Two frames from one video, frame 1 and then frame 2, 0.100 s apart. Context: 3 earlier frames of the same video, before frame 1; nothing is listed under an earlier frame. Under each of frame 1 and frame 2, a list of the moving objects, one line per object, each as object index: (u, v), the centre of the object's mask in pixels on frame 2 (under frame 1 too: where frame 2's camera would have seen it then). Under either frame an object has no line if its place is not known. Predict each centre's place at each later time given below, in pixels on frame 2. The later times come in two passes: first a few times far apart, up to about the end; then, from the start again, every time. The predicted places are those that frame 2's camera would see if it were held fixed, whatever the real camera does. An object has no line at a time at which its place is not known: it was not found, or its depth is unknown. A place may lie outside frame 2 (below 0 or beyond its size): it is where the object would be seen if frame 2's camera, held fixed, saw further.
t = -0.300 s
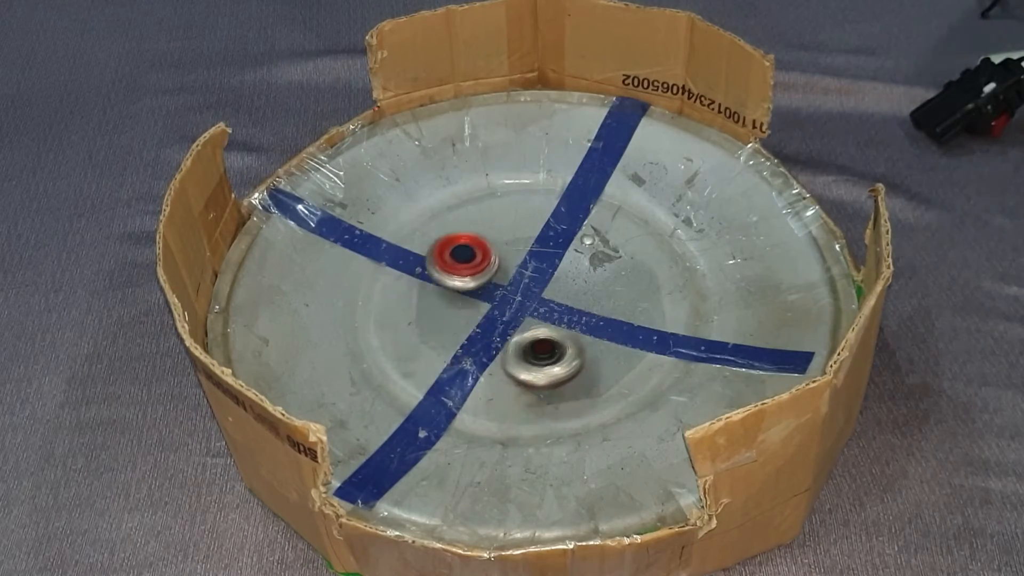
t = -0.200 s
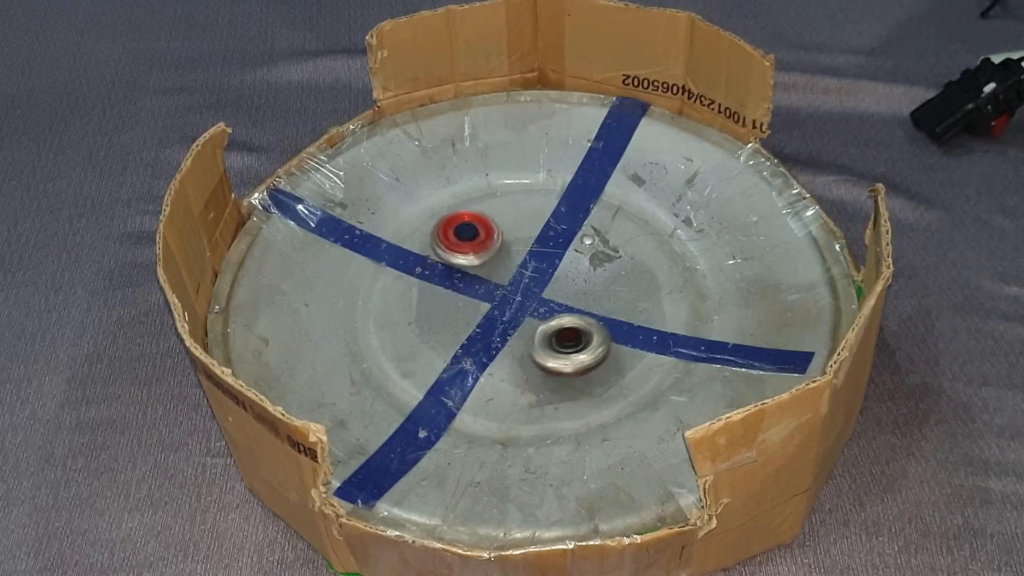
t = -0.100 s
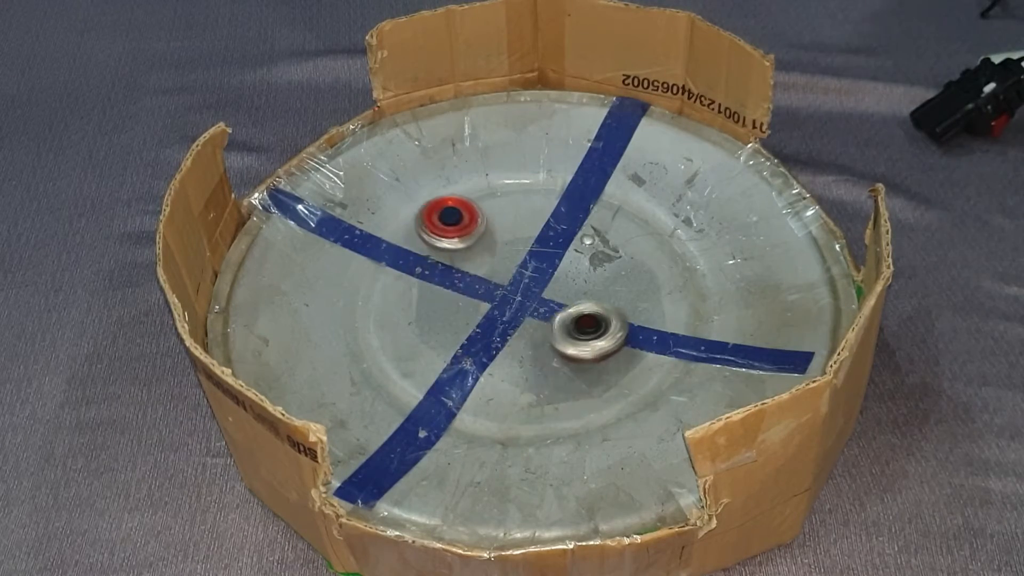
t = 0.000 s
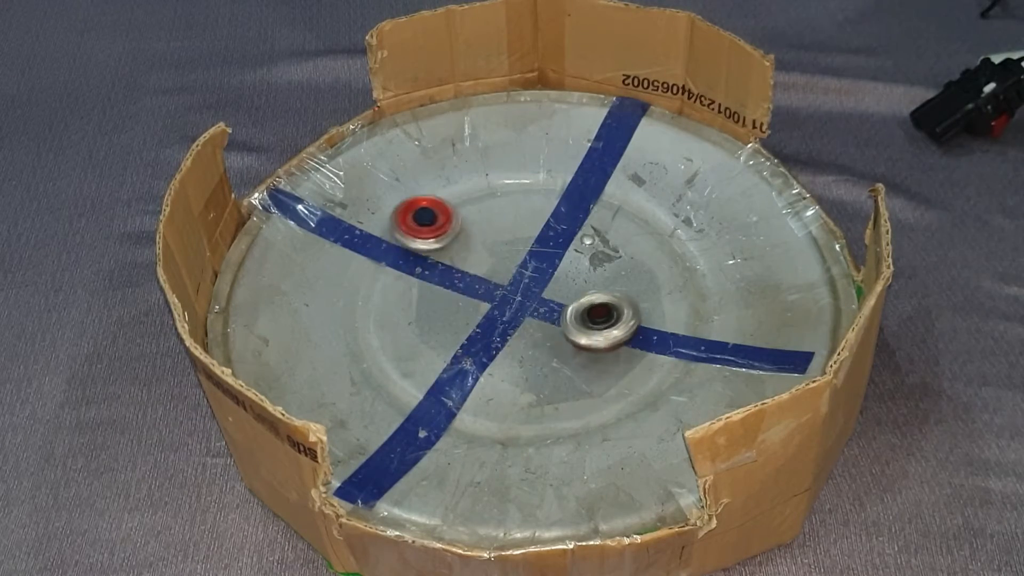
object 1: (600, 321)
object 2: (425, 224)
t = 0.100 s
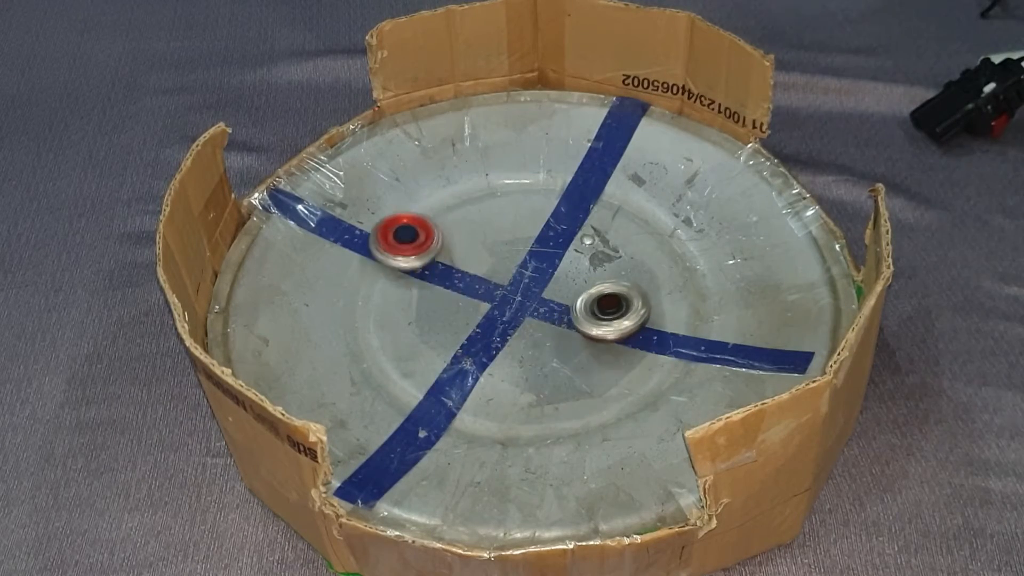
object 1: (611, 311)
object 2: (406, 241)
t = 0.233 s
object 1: (616, 299)
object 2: (429, 268)
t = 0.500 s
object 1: (615, 268)
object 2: (509, 257)
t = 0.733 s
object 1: (608, 239)
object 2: (514, 219)
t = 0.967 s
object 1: (598, 226)
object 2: (475, 229)
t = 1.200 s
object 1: (571, 244)
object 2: (482, 266)
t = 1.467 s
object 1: (637, 287)
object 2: (522, 290)
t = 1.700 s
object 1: (656, 323)
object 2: (571, 297)
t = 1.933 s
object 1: (662, 364)
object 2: (581, 282)
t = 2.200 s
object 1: (608, 374)
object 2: (541, 294)
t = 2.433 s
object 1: (584, 357)
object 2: (540, 310)
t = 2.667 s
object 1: (585, 361)
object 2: (549, 310)
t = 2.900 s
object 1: (583, 359)
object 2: (537, 298)
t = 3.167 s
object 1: (585, 356)
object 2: (541, 307)
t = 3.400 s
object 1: (587, 356)
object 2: (516, 275)
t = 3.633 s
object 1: (582, 346)
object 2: (470, 250)
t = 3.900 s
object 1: (558, 324)
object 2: (421, 263)
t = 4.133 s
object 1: (529, 298)
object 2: (441, 290)
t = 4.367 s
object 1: (564, 289)
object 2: (442, 278)
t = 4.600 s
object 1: (575, 286)
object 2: (414, 274)
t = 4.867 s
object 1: (577, 286)
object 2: (451, 278)
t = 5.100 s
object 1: (560, 284)
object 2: (475, 265)
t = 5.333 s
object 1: (547, 287)
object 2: (475, 250)
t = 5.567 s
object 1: (530, 290)
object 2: (456, 245)
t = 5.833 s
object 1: (514, 296)
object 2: (473, 255)
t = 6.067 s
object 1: (536, 325)
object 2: (465, 238)
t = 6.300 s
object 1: (590, 370)
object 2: (415, 237)
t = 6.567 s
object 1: (600, 382)
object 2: (431, 278)
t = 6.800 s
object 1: (599, 356)
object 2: (493, 279)
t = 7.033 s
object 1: (598, 313)
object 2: (514, 254)
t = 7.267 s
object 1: (574, 273)
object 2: (489, 243)
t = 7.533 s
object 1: (573, 265)
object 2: (451, 276)
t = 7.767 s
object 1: (563, 278)
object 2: (473, 298)
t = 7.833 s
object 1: (569, 280)
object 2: (478, 301)
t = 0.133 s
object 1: (613, 309)
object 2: (407, 249)
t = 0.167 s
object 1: (615, 306)
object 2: (412, 256)
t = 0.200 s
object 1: (616, 303)
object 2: (420, 264)
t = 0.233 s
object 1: (616, 299)
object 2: (429, 268)
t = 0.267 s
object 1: (615, 295)
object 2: (436, 269)
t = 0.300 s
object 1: (615, 290)
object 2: (447, 269)
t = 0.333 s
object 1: (616, 286)
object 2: (459, 269)
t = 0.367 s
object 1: (616, 282)
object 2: (472, 268)
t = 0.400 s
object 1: (616, 278)
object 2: (482, 267)
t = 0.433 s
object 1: (615, 275)
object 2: (493, 265)
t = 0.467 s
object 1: (615, 272)
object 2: (502, 262)
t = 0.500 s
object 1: (615, 268)
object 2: (509, 257)
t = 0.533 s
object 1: (613, 263)
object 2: (512, 251)
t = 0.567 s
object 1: (612, 259)
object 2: (514, 243)
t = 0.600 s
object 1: (611, 255)
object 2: (516, 235)
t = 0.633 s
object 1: (610, 252)
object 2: (516, 229)
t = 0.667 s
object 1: (609, 247)
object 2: (517, 224)
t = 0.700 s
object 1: (608, 243)
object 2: (516, 222)
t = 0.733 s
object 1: (608, 239)
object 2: (514, 219)
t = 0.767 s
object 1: (606, 235)
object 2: (510, 215)
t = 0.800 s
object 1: (604, 230)
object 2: (505, 213)
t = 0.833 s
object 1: (601, 227)
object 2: (500, 214)
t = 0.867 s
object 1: (597, 225)
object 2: (493, 216)
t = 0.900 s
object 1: (600, 224)
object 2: (486, 220)
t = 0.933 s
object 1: (600, 225)
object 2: (480, 224)
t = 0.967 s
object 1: (598, 226)
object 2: (475, 229)
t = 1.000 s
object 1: (599, 227)
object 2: (472, 234)
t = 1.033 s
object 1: (594, 229)
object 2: (470, 239)
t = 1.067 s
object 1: (588, 232)
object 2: (469, 245)
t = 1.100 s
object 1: (583, 233)
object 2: (471, 250)
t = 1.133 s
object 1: (578, 235)
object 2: (473, 255)
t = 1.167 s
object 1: (574, 238)
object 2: (476, 261)
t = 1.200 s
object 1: (571, 244)
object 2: (482, 266)
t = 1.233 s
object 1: (568, 251)
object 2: (488, 272)
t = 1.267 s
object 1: (567, 257)
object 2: (494, 277)
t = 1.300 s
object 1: (585, 260)
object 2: (492, 282)
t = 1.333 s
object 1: (604, 271)
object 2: (492, 286)
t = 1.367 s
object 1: (618, 274)
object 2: (496, 287)
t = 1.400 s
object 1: (628, 277)
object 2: (505, 287)
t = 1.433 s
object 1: (634, 282)
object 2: (514, 288)
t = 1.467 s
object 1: (637, 287)
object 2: (522, 290)
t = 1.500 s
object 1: (638, 292)
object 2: (532, 293)
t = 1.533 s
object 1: (640, 297)
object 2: (541, 295)
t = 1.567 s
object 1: (643, 302)
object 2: (550, 297)
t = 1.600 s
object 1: (643, 306)
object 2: (558, 297)
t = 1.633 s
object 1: (642, 310)
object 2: (566, 297)
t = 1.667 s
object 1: (647, 316)
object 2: (571, 297)
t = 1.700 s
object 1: (656, 323)
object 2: (571, 297)
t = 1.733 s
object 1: (660, 330)
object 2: (573, 296)
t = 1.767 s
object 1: (664, 338)
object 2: (575, 293)
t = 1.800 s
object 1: (665, 346)
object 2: (581, 293)
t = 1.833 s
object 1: (667, 351)
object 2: (586, 292)
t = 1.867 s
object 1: (667, 356)
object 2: (586, 290)
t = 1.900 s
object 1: (666, 360)
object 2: (586, 285)
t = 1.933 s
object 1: (662, 364)
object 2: (581, 282)
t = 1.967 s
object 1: (655, 369)
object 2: (572, 281)
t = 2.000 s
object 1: (646, 373)
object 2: (563, 281)
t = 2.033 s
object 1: (638, 376)
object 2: (555, 282)
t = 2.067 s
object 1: (633, 376)
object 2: (548, 283)
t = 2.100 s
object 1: (630, 376)
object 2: (546, 286)
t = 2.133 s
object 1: (625, 375)
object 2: (543, 288)
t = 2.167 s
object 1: (617, 374)
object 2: (541, 291)
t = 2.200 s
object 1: (608, 374)
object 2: (541, 294)
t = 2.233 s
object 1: (600, 372)
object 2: (542, 299)
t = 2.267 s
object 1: (593, 368)
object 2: (544, 304)
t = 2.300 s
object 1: (589, 363)
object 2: (546, 307)
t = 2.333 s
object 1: (586, 360)
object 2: (548, 308)
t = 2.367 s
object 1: (585, 358)
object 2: (545, 309)
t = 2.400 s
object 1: (585, 359)
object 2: (541, 309)
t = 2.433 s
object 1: (584, 357)
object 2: (540, 310)
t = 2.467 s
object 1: (585, 359)
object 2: (543, 310)
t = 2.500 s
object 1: (587, 362)
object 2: (547, 310)
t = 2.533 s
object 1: (587, 362)
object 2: (551, 309)
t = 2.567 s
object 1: (586, 362)
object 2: (551, 308)
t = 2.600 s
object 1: (586, 362)
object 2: (550, 309)
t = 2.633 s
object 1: (585, 362)
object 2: (546, 310)
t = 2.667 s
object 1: (585, 361)
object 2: (549, 310)
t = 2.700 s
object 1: (583, 360)
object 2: (551, 307)
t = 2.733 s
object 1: (583, 358)
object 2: (551, 307)
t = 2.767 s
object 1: (582, 357)
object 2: (549, 307)
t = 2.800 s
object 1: (583, 359)
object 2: (546, 305)
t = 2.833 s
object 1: (583, 359)
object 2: (544, 302)
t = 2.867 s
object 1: (583, 359)
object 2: (541, 299)
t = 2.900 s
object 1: (583, 359)
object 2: (537, 298)
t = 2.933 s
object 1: (583, 358)
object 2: (534, 297)
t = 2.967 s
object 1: (583, 358)
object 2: (531, 297)
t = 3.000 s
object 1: (583, 357)
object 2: (528, 300)
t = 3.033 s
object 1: (583, 356)
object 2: (526, 304)
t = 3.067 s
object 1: (582, 355)
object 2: (526, 310)
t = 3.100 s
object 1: (581, 354)
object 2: (530, 312)
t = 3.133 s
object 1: (583, 355)
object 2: (536, 310)
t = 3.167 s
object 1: (585, 356)
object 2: (541, 307)
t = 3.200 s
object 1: (585, 357)
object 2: (542, 302)
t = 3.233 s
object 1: (586, 357)
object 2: (539, 298)
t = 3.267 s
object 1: (587, 358)
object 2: (535, 292)
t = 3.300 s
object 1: (587, 358)
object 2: (530, 288)
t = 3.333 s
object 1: (586, 357)
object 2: (524, 283)
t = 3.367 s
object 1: (587, 357)
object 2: (520, 278)
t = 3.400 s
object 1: (587, 356)
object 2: (516, 275)
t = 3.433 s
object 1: (586, 355)
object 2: (512, 271)
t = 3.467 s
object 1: (585, 354)
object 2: (509, 267)
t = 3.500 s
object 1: (585, 352)
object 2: (503, 262)
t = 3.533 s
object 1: (584, 350)
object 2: (497, 258)
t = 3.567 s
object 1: (582, 349)
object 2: (489, 254)
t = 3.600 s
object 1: (583, 348)
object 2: (480, 252)
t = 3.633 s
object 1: (582, 346)
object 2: (470, 250)
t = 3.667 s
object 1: (580, 344)
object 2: (461, 248)
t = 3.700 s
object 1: (578, 341)
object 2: (454, 247)
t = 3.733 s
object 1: (575, 338)
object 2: (445, 249)
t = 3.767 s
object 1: (572, 336)
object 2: (438, 250)
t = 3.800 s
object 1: (568, 332)
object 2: (431, 252)
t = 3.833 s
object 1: (566, 329)
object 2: (426, 254)
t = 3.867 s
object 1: (562, 327)
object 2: (423, 258)
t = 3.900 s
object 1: (558, 324)
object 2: (421, 263)
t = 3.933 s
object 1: (554, 321)
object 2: (420, 268)
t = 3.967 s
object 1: (551, 318)
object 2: (417, 274)
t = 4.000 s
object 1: (546, 315)
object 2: (418, 282)
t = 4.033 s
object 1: (542, 311)
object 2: (422, 287)
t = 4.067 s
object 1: (537, 308)
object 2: (428, 290)
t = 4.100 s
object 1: (533, 304)
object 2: (434, 291)
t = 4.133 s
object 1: (529, 298)
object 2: (441, 290)
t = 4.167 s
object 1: (527, 294)
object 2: (449, 289)
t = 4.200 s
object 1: (535, 291)
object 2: (447, 288)
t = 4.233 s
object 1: (548, 290)
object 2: (440, 286)
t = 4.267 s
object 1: (557, 290)
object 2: (439, 285)
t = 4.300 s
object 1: (560, 289)
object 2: (439, 283)
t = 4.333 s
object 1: (562, 289)
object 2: (441, 281)
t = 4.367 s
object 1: (564, 289)
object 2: (442, 278)
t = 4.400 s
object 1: (566, 289)
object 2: (441, 277)
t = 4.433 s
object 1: (568, 289)
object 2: (440, 275)
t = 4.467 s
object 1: (571, 288)
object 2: (435, 274)
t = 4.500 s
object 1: (573, 288)
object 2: (429, 270)
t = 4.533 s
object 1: (575, 288)
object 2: (420, 268)
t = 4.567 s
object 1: (575, 288)
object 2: (415, 269)
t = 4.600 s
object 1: (575, 286)
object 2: (414, 274)
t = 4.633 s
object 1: (574, 284)
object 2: (414, 279)
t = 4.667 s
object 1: (576, 284)
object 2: (416, 283)
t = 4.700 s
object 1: (577, 285)
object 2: (422, 285)
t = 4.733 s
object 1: (579, 285)
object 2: (429, 285)
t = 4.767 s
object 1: (579, 285)
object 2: (434, 284)
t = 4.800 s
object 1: (579, 285)
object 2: (440, 282)
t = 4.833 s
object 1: (578, 286)
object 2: (446, 280)
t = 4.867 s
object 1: (577, 286)
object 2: (451, 278)
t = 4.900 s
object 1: (576, 287)
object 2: (454, 277)
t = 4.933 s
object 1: (574, 286)
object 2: (458, 274)
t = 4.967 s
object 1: (569, 284)
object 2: (464, 272)
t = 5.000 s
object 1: (568, 284)
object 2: (469, 270)
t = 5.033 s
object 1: (566, 285)
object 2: (472, 268)
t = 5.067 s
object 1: (563, 284)
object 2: (473, 267)
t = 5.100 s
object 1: (560, 284)
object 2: (475, 265)
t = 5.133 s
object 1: (559, 284)
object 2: (477, 263)
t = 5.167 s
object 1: (557, 284)
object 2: (478, 261)
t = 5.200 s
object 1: (555, 285)
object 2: (482, 260)
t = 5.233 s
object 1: (553, 285)
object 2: (482, 258)
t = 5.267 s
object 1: (552, 285)
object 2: (480, 255)
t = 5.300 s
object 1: (549, 286)
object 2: (478, 253)
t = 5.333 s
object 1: (547, 287)
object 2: (475, 250)
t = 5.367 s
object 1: (543, 288)
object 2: (473, 248)
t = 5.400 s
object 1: (540, 289)
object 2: (471, 246)
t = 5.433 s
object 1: (536, 290)
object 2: (469, 244)
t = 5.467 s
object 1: (533, 291)
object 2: (467, 243)
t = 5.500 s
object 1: (533, 290)
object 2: (463, 242)
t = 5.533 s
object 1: (532, 289)
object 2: (459, 242)
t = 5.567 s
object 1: (530, 290)
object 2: (456, 245)
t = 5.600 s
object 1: (529, 290)
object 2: (454, 249)
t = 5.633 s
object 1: (526, 291)
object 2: (453, 251)
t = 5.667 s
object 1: (523, 292)
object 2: (456, 253)
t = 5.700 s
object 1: (519, 292)
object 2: (464, 255)
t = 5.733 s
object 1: (517, 293)
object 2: (471, 256)
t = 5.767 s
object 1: (517, 296)
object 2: (474, 255)
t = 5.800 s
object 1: (515, 296)
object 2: (473, 255)
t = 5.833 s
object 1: (514, 296)
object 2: (473, 255)
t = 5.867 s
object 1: (512, 296)
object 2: (472, 254)
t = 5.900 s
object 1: (510, 296)
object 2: (470, 254)
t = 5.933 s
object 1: (509, 296)
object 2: (467, 255)
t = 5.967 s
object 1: (510, 296)
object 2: (467, 256)
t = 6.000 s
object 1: (512, 298)
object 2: (471, 257)
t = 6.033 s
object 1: (522, 310)
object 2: (470, 249)
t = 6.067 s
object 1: (536, 325)
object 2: (465, 238)
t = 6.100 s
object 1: (545, 336)
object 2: (457, 233)
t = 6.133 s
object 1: (553, 344)
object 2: (450, 232)
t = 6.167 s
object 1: (560, 350)
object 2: (442, 231)
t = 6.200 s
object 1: (567, 355)
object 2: (434, 230)
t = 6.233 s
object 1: (575, 361)
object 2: (426, 232)
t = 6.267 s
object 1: (583, 366)
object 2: (419, 234)
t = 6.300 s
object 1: (590, 370)
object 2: (415, 237)
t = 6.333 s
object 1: (595, 373)
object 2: (413, 242)
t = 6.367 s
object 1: (599, 376)
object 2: (411, 247)
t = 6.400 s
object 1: (601, 378)
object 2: (410, 253)
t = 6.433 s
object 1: (602, 380)
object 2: (412, 260)
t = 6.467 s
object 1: (602, 381)
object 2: (414, 266)
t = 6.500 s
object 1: (601, 382)
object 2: (418, 271)
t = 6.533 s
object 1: (601, 382)
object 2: (424, 276)
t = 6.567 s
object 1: (600, 382)
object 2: (431, 278)
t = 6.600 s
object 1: (598, 381)
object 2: (439, 279)
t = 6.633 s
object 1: (598, 380)
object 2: (448, 280)
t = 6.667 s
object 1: (597, 377)
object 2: (457, 280)
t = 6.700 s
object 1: (596, 374)
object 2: (466, 279)
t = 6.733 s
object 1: (595, 369)
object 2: (474, 280)
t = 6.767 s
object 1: (597, 363)
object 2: (485, 280)
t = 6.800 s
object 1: (599, 356)
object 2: (493, 279)
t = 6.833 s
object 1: (600, 350)
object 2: (500, 277)
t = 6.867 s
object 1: (601, 344)
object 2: (505, 272)
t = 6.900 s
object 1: (601, 338)
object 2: (511, 268)
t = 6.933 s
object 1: (601, 331)
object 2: (514, 265)
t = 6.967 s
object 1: (601, 324)
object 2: (515, 261)
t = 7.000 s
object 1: (600, 318)
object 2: (515, 258)
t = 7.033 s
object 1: (598, 313)
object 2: (514, 254)
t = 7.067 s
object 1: (596, 306)
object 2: (513, 250)
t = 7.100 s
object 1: (593, 299)
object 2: (510, 245)
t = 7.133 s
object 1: (589, 293)
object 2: (508, 242)
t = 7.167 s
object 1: (584, 287)
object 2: (502, 240)
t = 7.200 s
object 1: (580, 281)
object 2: (497, 239)
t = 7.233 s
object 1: (577, 276)
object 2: (492, 241)
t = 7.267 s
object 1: (574, 273)
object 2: (489, 243)
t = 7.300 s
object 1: (572, 269)
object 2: (487, 246)
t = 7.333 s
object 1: (569, 266)
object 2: (485, 249)
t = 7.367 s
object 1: (565, 263)
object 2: (481, 253)
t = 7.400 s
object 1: (561, 262)
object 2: (479, 258)
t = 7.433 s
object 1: (555, 262)
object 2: (479, 263)
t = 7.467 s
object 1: (564, 262)
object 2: (468, 266)
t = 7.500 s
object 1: (571, 263)
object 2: (457, 272)
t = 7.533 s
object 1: (573, 265)
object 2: (451, 276)
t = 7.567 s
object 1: (572, 266)
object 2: (448, 280)
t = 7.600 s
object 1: (571, 268)
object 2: (449, 283)
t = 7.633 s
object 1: (569, 269)
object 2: (452, 287)
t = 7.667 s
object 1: (568, 271)
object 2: (455, 291)
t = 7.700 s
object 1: (567, 273)
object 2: (459, 294)
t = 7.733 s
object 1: (565, 275)
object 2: (465, 297)
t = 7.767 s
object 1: (563, 278)
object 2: (473, 298)
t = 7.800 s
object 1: (560, 281)
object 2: (481, 300)
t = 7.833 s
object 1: (569, 280)
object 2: (478, 301)
